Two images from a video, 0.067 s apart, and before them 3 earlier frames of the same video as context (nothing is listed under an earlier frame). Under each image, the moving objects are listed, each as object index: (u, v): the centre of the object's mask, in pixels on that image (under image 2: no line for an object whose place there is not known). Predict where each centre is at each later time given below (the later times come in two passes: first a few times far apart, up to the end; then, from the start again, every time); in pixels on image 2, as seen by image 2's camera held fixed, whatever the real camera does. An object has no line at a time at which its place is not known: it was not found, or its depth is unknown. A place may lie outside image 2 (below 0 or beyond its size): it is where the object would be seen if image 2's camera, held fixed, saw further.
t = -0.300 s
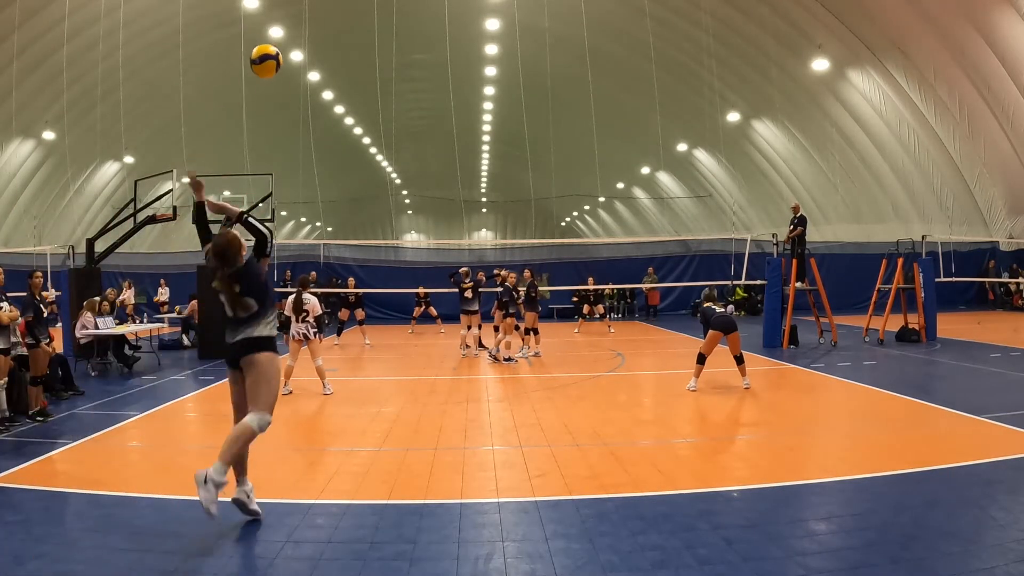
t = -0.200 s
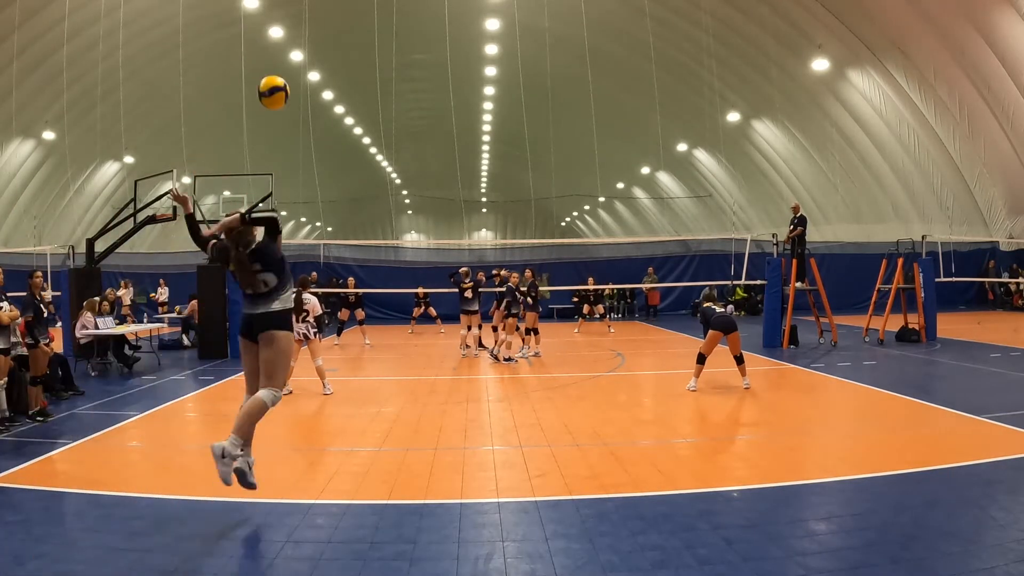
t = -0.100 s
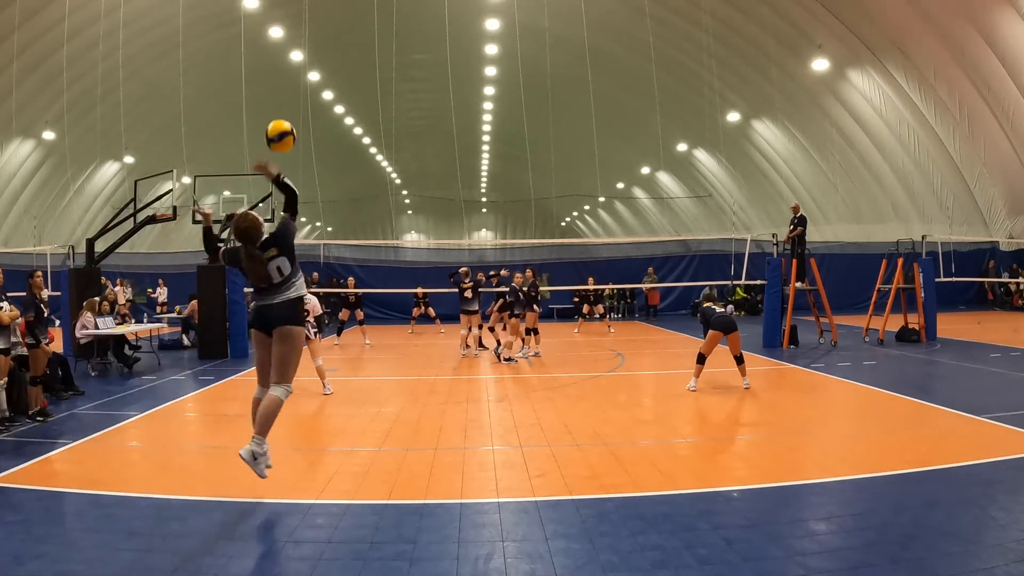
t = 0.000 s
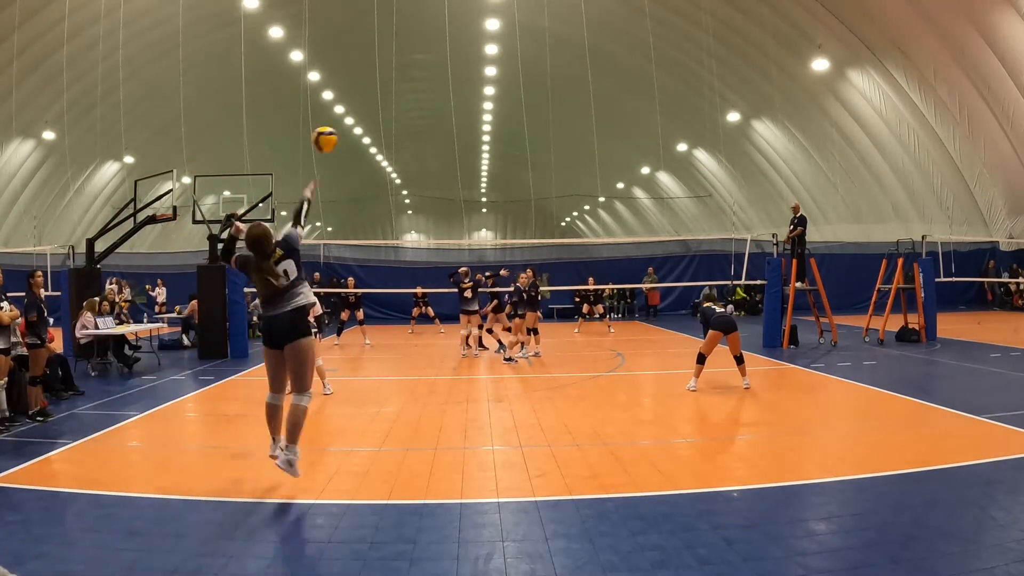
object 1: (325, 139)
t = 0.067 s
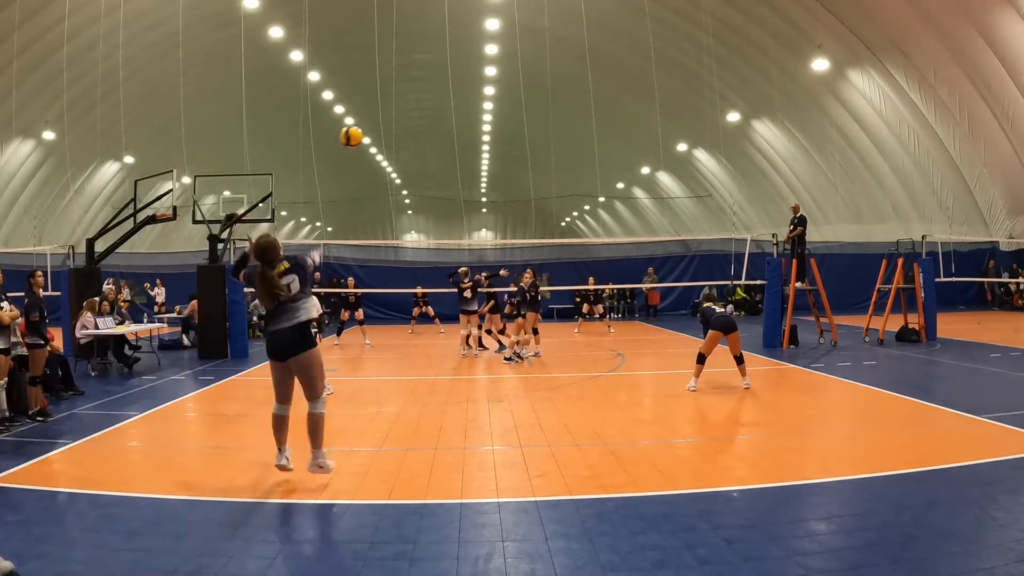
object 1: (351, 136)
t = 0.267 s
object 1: (397, 151)
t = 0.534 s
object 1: (427, 193)
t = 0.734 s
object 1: (442, 231)
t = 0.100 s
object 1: (362, 136)
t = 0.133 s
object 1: (371, 138)
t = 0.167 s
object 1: (379, 140)
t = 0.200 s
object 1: (386, 143)
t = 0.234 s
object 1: (392, 147)
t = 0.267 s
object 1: (397, 151)
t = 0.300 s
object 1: (402, 155)
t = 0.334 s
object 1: (406, 160)
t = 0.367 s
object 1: (410, 165)
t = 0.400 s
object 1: (414, 169)
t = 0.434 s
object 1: (418, 174)
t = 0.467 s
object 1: (420, 181)
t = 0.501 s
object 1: (424, 187)
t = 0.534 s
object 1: (427, 193)
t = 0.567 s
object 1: (429, 199)
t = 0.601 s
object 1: (432, 205)
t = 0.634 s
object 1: (435, 212)
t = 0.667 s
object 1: (437, 218)
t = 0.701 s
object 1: (440, 224)
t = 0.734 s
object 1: (442, 231)
